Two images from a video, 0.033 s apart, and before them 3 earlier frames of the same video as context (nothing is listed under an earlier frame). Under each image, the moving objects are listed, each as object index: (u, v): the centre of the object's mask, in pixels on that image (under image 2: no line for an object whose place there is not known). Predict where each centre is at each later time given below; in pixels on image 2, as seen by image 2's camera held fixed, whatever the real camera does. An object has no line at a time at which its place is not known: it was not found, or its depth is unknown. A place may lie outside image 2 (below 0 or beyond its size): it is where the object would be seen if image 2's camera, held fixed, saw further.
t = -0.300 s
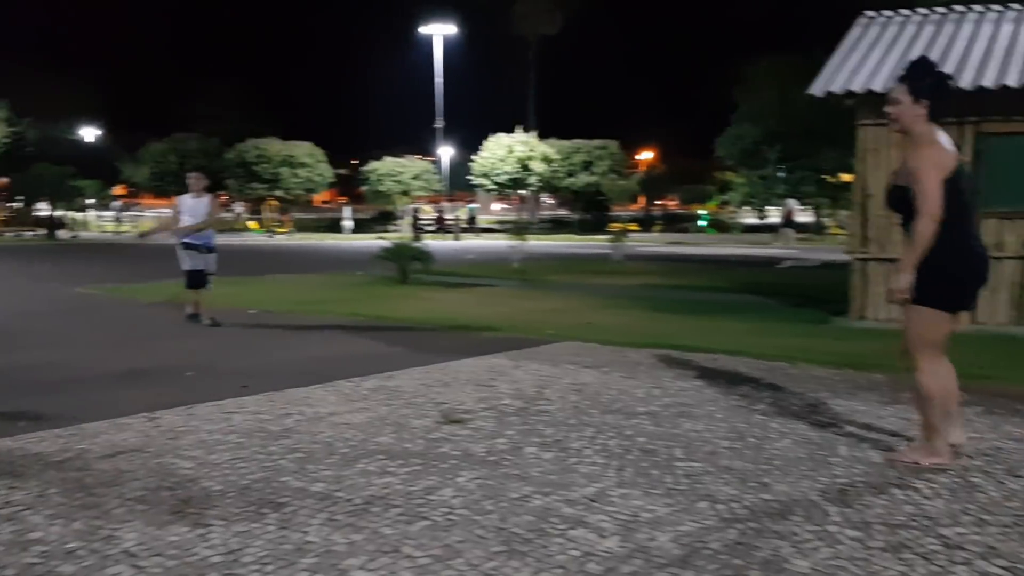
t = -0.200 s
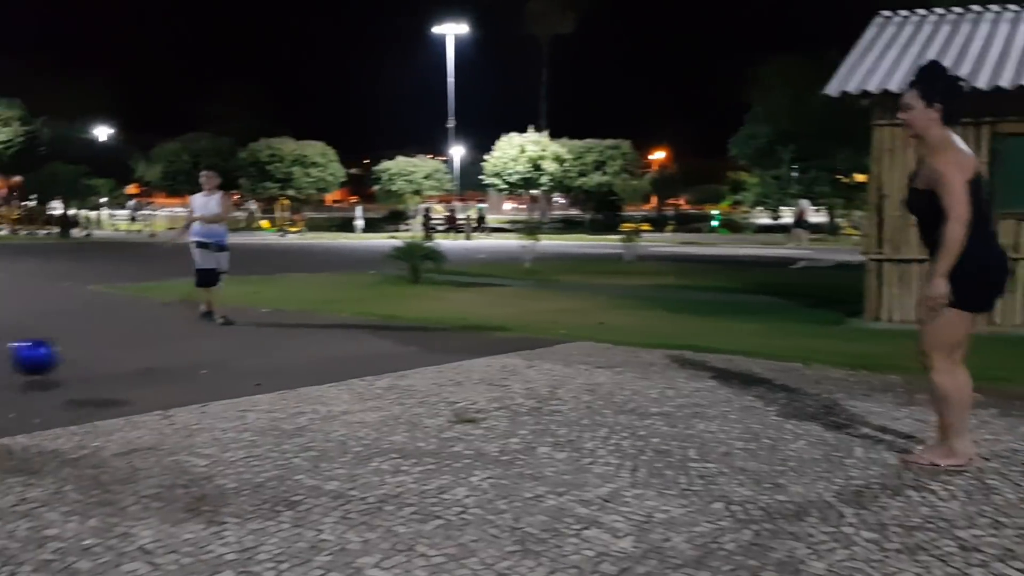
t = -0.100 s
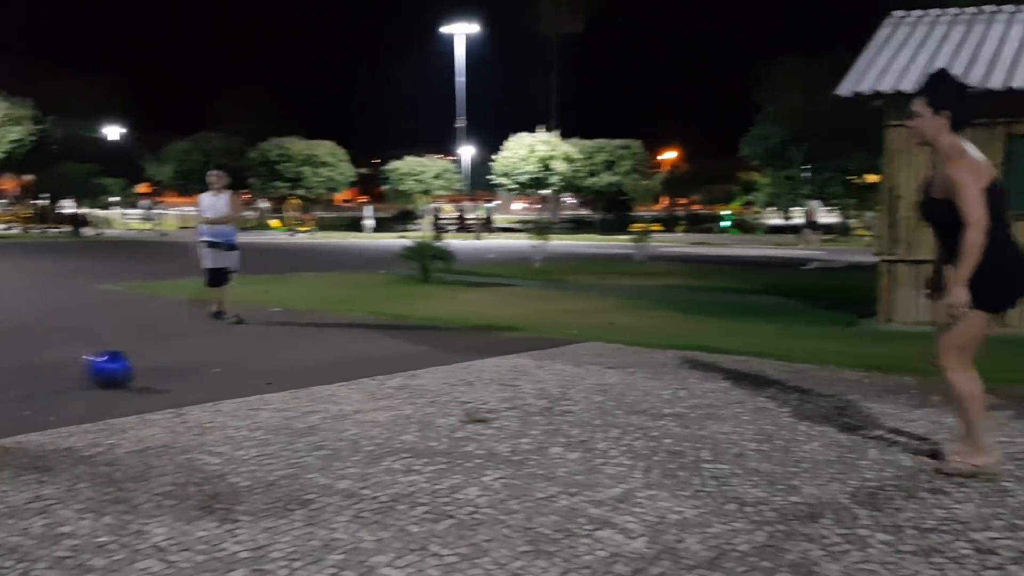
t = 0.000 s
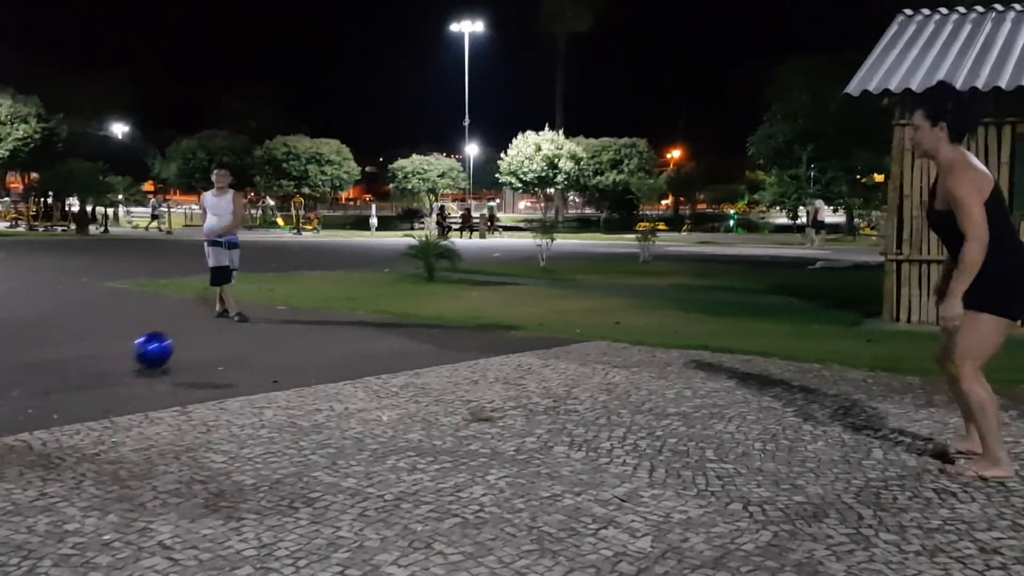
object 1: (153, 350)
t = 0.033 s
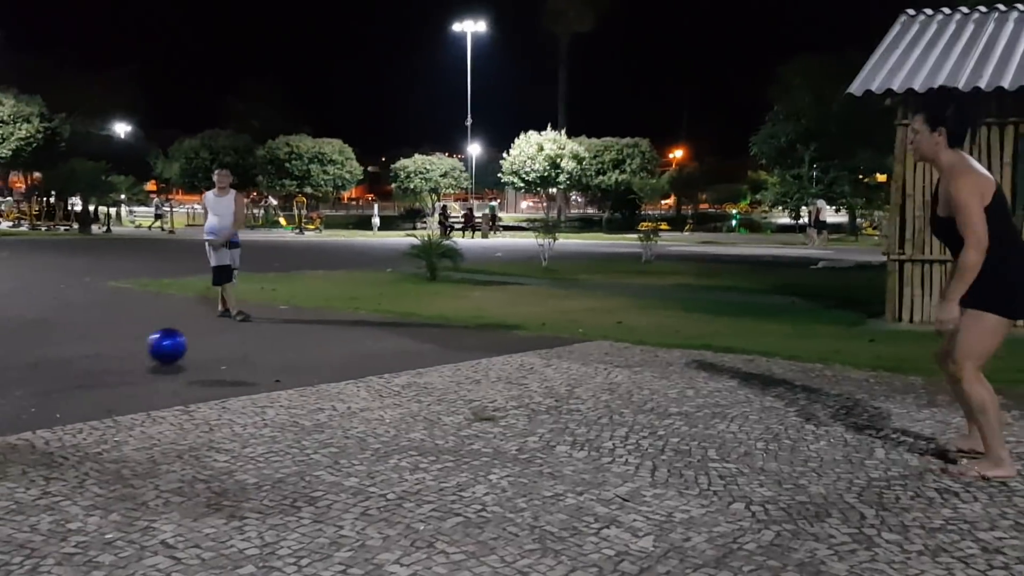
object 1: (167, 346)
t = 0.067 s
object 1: (179, 346)
